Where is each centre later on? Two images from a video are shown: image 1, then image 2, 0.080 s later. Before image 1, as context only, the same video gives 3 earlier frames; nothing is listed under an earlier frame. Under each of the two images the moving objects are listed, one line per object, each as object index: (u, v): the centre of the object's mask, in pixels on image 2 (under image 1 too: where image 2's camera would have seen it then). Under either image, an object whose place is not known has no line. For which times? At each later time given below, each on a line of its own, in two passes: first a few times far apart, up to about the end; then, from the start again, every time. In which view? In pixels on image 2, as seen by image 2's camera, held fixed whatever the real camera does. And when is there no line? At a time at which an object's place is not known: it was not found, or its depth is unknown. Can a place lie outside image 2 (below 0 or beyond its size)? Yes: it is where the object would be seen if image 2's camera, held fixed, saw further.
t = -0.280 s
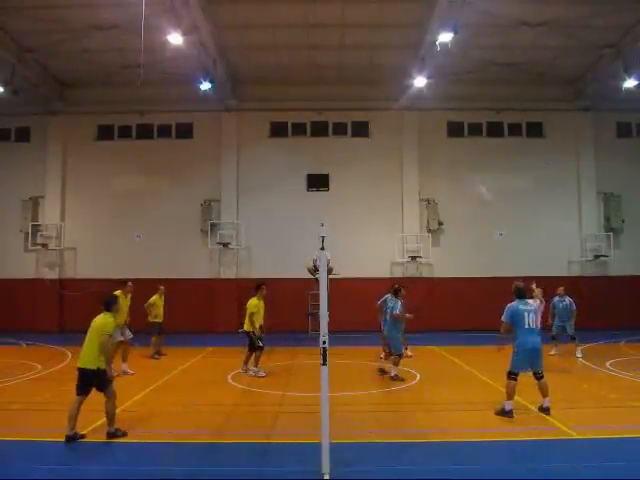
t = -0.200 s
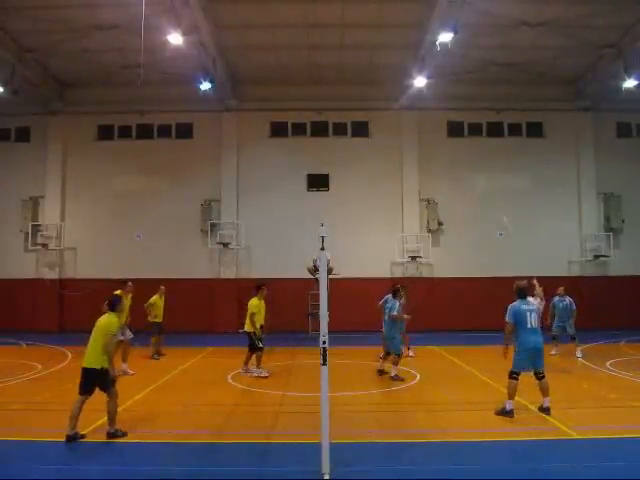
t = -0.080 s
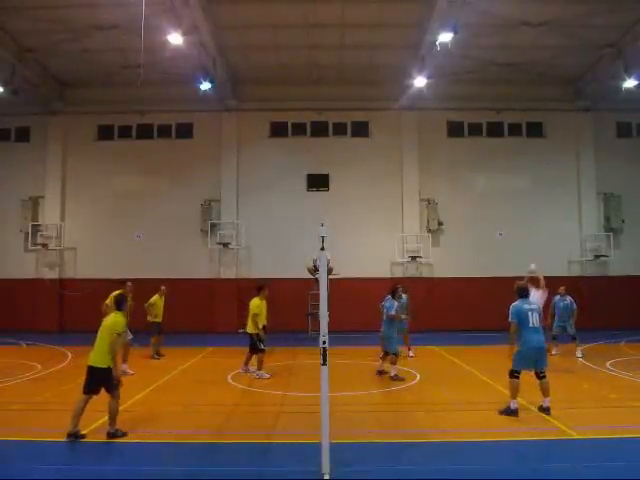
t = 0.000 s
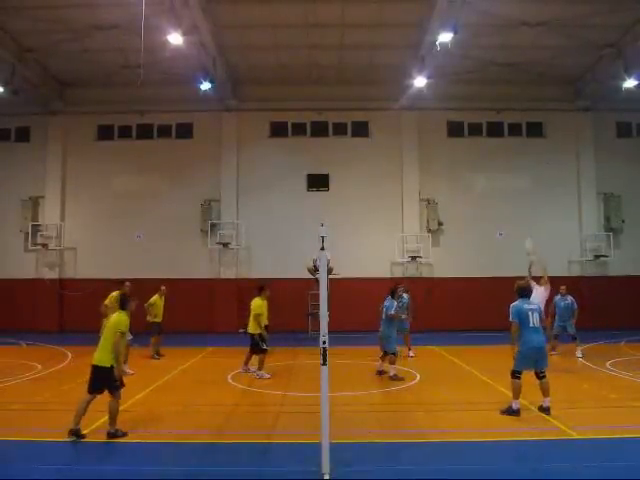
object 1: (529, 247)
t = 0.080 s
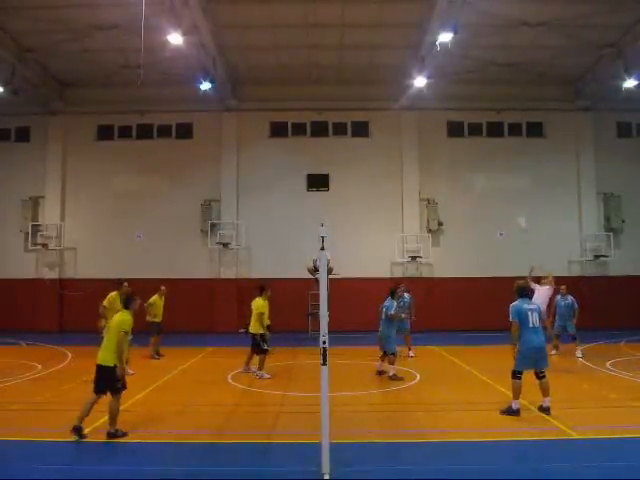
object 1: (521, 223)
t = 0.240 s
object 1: (509, 190)
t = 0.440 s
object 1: (495, 167)
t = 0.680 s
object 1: (478, 163)
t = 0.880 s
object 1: (464, 179)
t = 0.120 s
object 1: (518, 212)
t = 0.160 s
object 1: (515, 205)
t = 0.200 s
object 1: (512, 198)
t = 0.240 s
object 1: (509, 190)
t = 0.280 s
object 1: (506, 184)
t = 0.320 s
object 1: (503, 178)
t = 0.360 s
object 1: (500, 173)
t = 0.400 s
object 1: (497, 170)
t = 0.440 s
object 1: (495, 167)
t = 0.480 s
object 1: (491, 164)
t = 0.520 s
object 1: (489, 162)
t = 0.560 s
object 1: (486, 161)
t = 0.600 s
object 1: (484, 161)
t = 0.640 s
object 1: (481, 162)
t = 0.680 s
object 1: (478, 163)
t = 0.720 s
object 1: (476, 164)
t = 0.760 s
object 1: (473, 166)
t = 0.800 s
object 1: (470, 170)
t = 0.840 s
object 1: (467, 174)
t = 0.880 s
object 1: (464, 179)
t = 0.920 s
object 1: (461, 184)
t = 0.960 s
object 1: (459, 190)
